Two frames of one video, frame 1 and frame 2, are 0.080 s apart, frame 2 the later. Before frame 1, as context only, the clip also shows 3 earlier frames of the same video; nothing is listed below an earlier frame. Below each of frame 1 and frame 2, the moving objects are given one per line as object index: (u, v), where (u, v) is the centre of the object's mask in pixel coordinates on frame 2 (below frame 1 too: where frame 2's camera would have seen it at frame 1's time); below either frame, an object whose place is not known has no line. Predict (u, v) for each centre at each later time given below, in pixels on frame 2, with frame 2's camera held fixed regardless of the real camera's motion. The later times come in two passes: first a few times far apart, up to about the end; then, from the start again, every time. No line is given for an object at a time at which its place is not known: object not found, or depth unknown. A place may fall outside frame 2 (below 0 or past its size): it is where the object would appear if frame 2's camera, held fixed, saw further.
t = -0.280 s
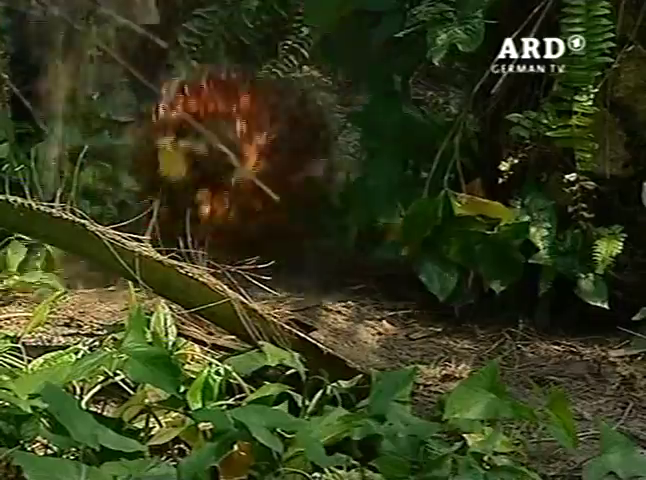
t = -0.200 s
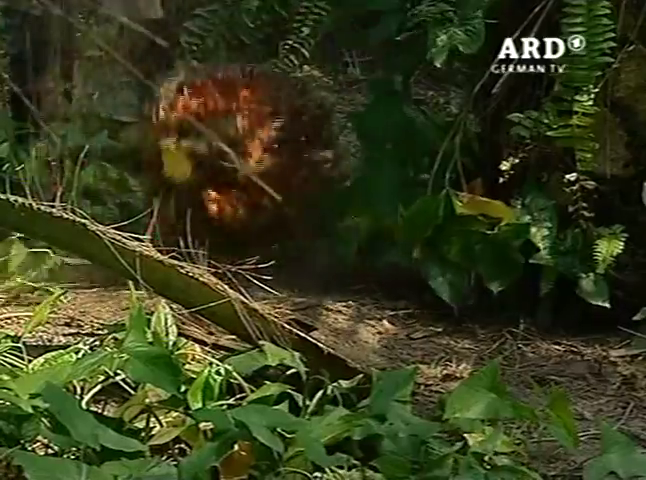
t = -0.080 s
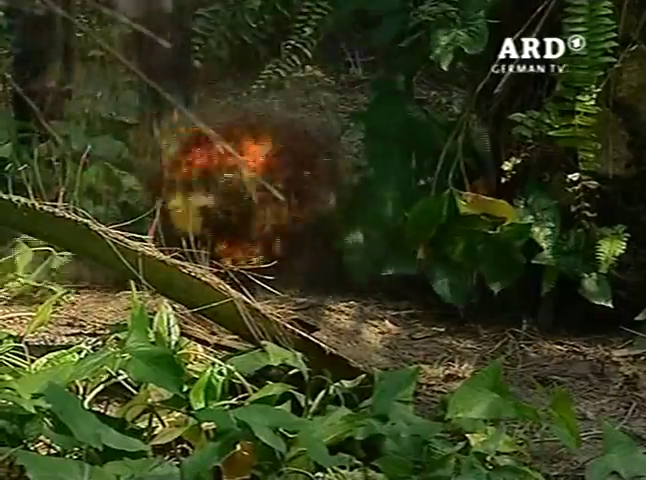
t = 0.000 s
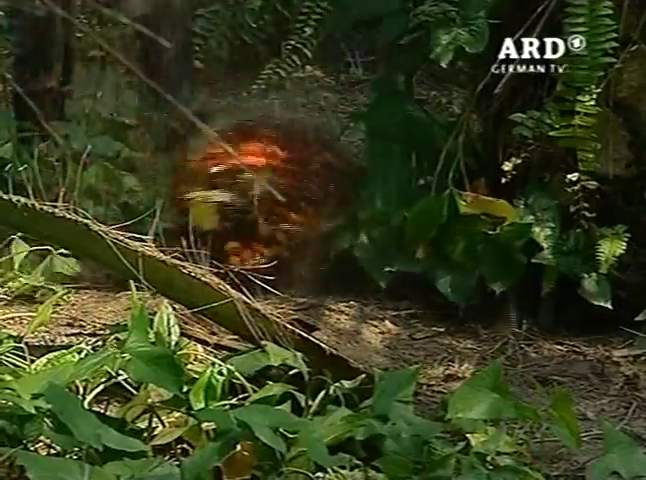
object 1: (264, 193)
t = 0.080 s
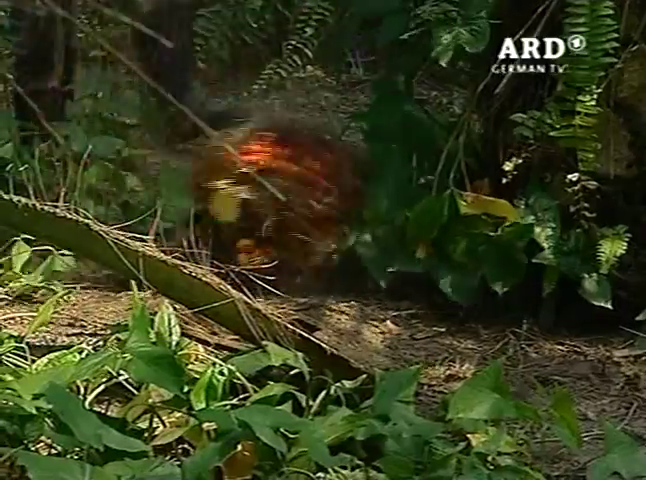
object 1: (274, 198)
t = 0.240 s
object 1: (301, 212)
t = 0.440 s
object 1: (336, 231)
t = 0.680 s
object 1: (340, 234)
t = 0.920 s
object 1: (332, 229)
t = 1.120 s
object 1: (334, 233)
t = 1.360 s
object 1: (335, 231)
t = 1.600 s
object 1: (335, 232)
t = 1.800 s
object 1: (335, 232)
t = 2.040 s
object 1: (335, 232)
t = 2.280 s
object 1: (336, 231)
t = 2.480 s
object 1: (336, 231)
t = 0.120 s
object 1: (279, 202)
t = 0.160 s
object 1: (283, 202)
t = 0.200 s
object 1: (295, 211)
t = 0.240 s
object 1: (301, 212)
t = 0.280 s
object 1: (311, 217)
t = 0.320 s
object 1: (320, 223)
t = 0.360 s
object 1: (328, 227)
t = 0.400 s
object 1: (333, 231)
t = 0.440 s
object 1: (336, 231)
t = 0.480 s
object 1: (339, 231)
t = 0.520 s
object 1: (340, 232)
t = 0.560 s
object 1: (341, 232)
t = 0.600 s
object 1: (341, 233)
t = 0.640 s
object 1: (341, 234)
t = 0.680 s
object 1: (340, 234)
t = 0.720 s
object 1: (338, 233)
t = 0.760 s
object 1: (335, 232)
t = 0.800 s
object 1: (334, 232)
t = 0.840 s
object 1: (333, 230)
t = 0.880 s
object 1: (332, 229)
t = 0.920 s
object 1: (332, 229)
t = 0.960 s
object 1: (332, 230)
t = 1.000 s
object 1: (332, 230)
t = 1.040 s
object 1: (333, 230)
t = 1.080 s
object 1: (333, 231)
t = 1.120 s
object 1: (334, 233)
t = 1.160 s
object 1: (336, 233)
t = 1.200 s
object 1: (335, 233)
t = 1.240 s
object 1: (335, 232)
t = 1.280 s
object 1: (334, 232)
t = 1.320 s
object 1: (334, 231)
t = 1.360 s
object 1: (335, 231)
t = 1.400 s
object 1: (335, 231)
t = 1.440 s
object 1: (335, 231)
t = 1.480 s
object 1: (335, 232)
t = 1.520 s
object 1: (335, 232)
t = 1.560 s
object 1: (335, 232)
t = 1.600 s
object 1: (335, 232)
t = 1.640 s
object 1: (335, 232)
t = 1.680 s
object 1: (335, 231)
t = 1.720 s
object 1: (335, 232)
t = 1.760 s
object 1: (335, 231)
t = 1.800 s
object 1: (335, 232)
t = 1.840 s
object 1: (335, 232)
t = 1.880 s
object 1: (335, 232)
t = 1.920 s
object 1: (335, 232)
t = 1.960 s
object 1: (335, 232)
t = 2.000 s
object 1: (335, 232)
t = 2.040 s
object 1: (335, 232)
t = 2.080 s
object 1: (335, 231)
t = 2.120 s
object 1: (336, 231)
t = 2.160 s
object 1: (336, 232)
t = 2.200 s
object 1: (336, 231)
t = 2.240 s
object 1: (336, 231)
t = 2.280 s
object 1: (336, 231)
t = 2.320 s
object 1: (336, 231)
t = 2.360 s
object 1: (336, 231)
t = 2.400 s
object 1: (336, 231)
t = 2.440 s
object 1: (336, 231)
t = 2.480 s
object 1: (336, 231)
